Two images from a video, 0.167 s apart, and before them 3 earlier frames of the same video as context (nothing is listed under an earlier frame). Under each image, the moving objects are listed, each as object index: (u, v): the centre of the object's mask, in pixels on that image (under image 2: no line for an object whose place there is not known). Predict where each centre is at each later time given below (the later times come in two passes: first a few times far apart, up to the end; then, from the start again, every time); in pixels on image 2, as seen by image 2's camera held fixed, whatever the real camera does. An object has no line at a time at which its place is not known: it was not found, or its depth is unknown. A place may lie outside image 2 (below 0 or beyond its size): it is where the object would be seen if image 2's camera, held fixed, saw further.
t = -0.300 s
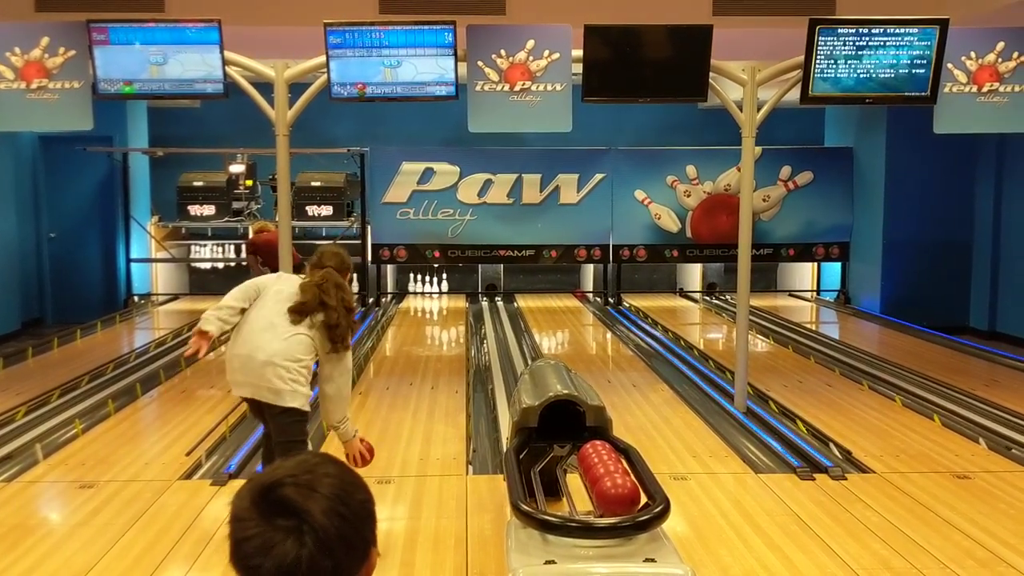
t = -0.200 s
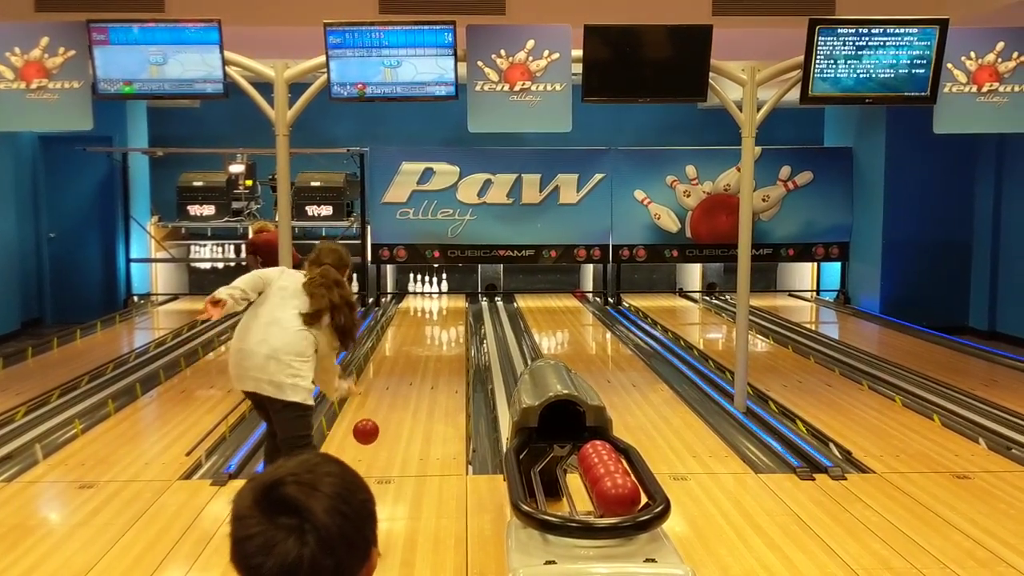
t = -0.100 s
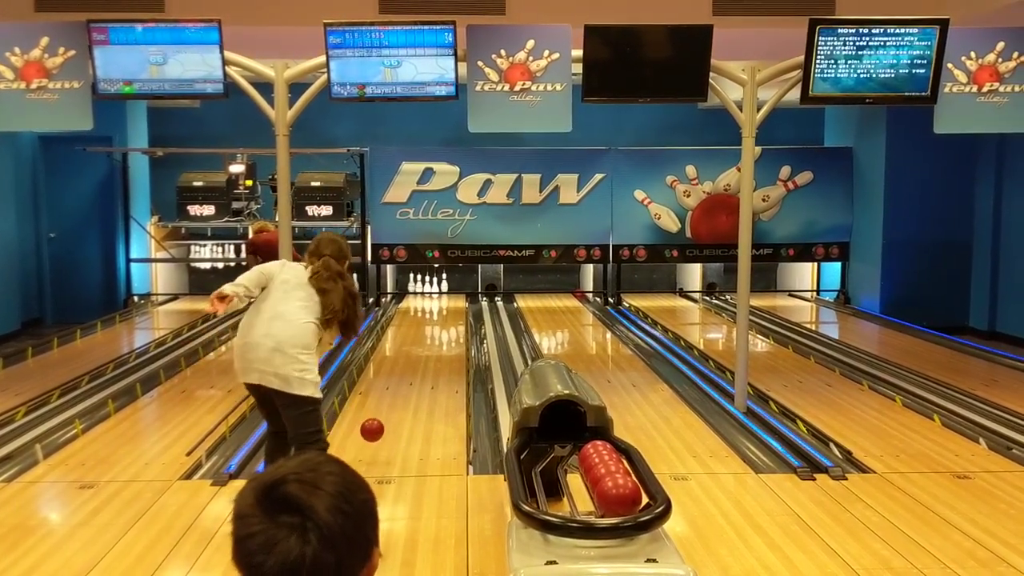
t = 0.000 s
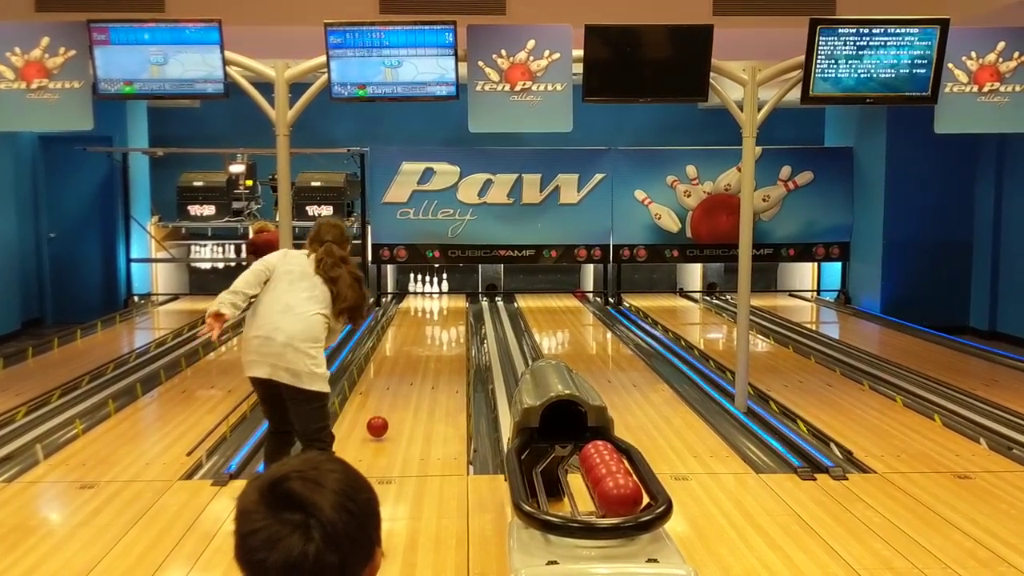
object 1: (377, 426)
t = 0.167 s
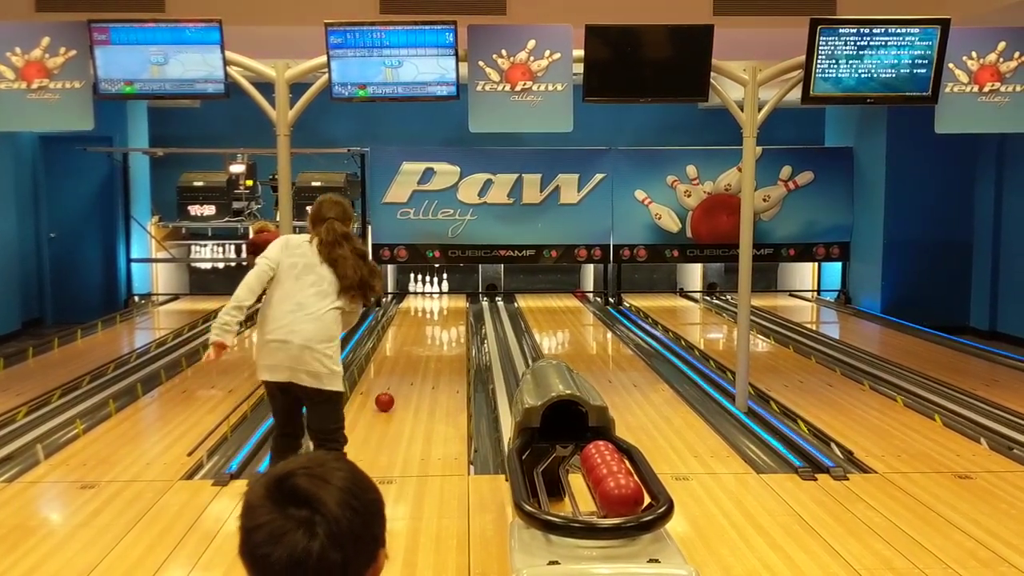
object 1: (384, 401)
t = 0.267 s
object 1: (388, 388)
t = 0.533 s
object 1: (395, 362)
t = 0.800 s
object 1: (400, 344)
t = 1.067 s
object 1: (405, 328)
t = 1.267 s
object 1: (408, 319)
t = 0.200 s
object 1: (385, 397)
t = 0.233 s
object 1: (386, 392)
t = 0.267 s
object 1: (388, 388)
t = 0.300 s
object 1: (388, 384)
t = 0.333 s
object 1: (390, 380)
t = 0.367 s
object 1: (391, 377)
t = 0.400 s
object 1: (392, 373)
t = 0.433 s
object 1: (392, 370)
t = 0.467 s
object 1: (393, 367)
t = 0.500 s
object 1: (394, 365)
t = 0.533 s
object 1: (395, 362)
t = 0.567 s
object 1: (396, 360)
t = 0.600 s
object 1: (396, 357)
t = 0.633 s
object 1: (397, 355)
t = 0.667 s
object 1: (398, 352)
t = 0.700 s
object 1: (399, 350)
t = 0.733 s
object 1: (399, 348)
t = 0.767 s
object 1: (400, 346)
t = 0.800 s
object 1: (400, 344)
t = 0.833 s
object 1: (401, 341)
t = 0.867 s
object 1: (402, 340)
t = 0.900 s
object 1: (402, 338)
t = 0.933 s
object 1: (403, 336)
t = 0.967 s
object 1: (403, 334)
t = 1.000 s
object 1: (404, 332)
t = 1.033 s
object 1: (405, 330)
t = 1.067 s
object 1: (405, 328)
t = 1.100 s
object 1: (406, 327)
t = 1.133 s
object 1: (406, 325)
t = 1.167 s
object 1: (407, 323)
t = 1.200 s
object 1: (407, 322)
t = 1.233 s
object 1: (407, 320)
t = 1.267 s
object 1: (408, 319)
